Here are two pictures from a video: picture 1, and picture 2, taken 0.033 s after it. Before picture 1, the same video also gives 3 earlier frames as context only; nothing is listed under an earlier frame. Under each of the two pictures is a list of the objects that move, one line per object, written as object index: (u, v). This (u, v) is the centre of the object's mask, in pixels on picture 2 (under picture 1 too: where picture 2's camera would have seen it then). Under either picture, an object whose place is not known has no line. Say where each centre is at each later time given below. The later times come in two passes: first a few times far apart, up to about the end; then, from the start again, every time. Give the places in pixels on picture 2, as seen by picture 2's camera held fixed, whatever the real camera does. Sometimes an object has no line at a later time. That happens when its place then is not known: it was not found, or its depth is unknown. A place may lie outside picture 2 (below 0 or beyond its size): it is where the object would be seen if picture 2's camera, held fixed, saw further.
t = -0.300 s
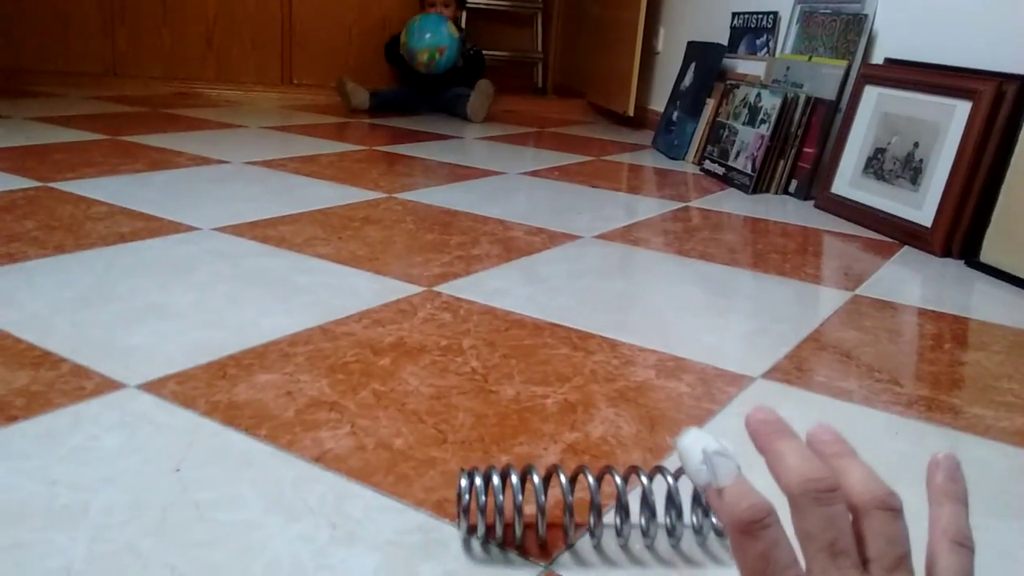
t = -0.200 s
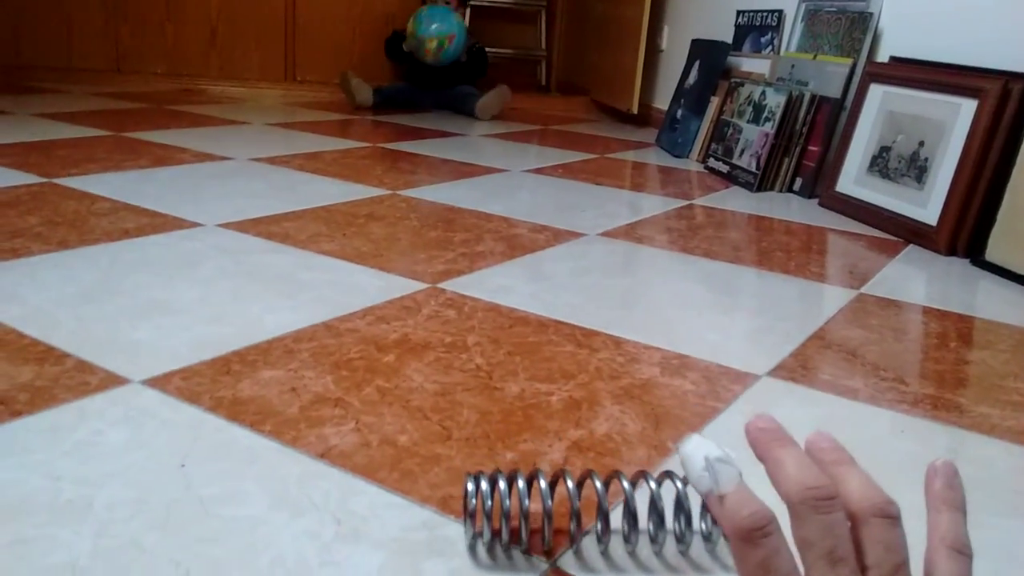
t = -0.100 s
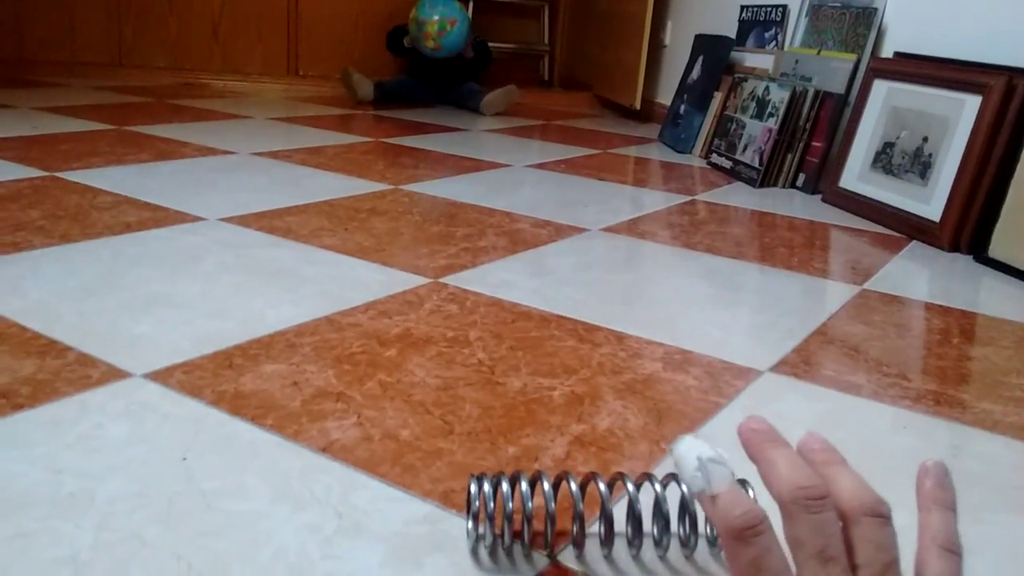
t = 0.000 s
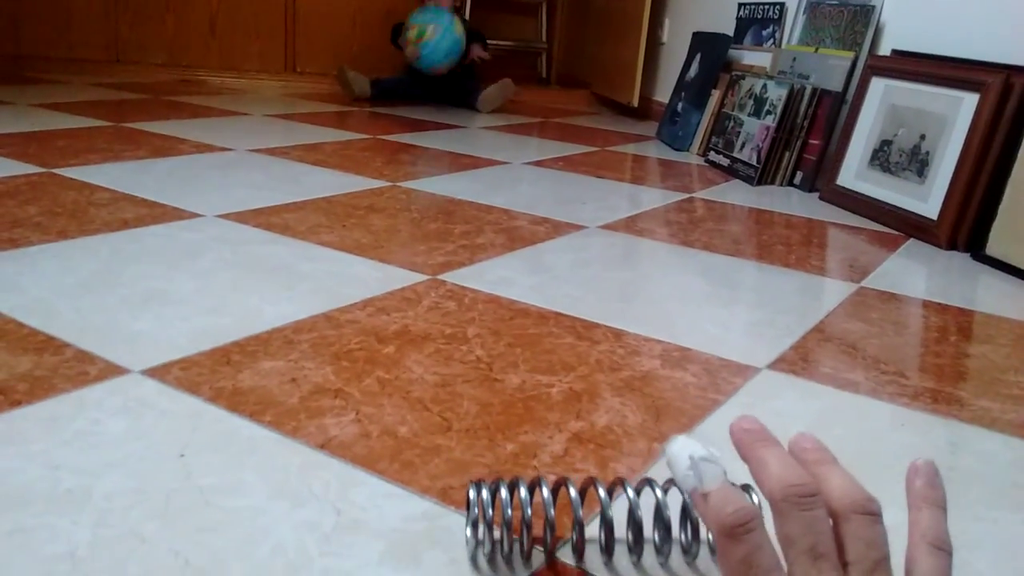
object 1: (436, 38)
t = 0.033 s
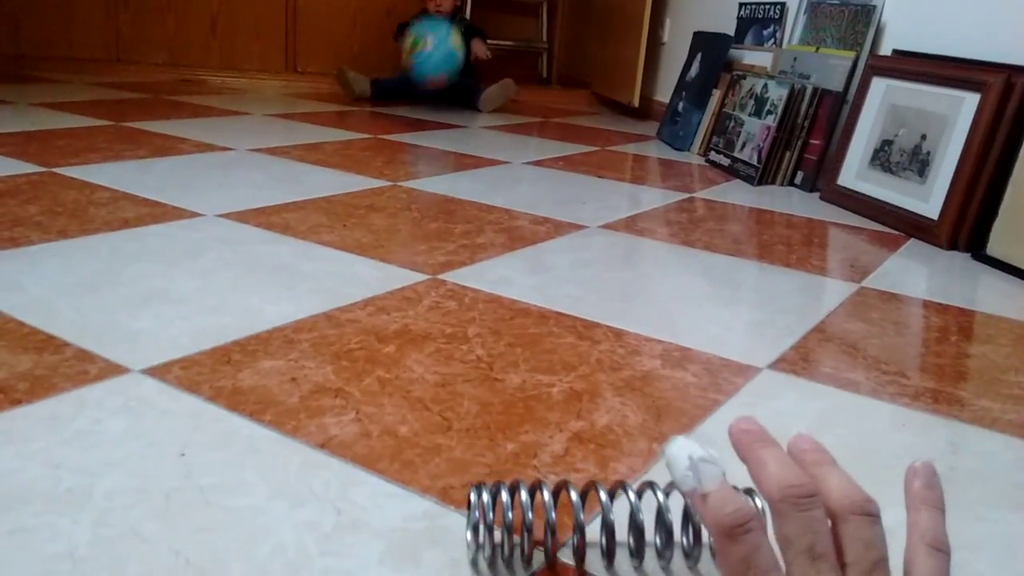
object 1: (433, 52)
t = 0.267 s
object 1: (435, 40)
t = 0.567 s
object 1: (443, 67)
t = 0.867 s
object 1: (456, 75)
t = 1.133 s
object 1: (473, 91)
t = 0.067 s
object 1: (431, 67)
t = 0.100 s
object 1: (429, 80)
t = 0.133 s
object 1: (431, 67)
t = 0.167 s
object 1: (432, 56)
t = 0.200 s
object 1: (434, 47)
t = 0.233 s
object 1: (435, 41)
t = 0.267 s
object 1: (435, 40)
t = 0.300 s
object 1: (436, 42)
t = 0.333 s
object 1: (436, 46)
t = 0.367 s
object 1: (437, 54)
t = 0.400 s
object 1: (437, 66)
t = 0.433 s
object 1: (438, 81)
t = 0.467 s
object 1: (438, 87)
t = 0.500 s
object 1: (440, 74)
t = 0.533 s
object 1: (442, 68)
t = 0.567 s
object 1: (443, 67)
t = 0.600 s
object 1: (445, 66)
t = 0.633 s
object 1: (447, 67)
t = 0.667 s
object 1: (448, 68)
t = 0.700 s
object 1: (448, 71)
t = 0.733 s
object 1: (449, 85)
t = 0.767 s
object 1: (449, 97)
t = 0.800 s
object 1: (452, 91)
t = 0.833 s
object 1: (454, 80)
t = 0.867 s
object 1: (456, 75)
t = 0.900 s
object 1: (458, 73)
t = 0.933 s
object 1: (460, 74)
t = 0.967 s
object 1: (462, 78)
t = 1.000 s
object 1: (464, 88)
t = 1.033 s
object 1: (464, 104)
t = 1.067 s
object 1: (467, 106)
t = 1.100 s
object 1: (470, 97)
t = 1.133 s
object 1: (473, 91)
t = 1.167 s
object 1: (475, 89)
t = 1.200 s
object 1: (478, 92)
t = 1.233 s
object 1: (480, 99)
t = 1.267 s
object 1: (482, 111)
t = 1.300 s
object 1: (484, 122)
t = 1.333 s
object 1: (488, 113)
